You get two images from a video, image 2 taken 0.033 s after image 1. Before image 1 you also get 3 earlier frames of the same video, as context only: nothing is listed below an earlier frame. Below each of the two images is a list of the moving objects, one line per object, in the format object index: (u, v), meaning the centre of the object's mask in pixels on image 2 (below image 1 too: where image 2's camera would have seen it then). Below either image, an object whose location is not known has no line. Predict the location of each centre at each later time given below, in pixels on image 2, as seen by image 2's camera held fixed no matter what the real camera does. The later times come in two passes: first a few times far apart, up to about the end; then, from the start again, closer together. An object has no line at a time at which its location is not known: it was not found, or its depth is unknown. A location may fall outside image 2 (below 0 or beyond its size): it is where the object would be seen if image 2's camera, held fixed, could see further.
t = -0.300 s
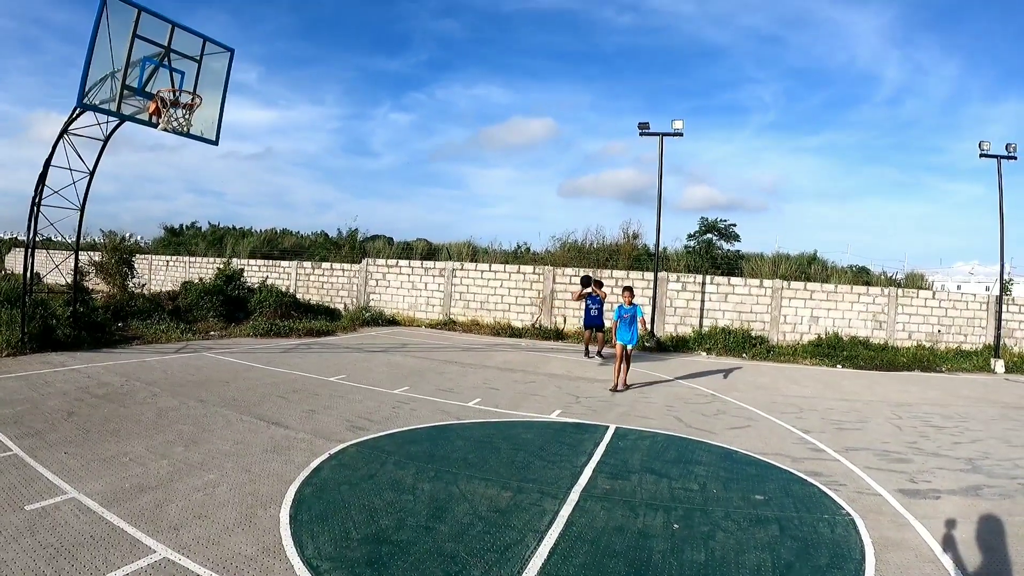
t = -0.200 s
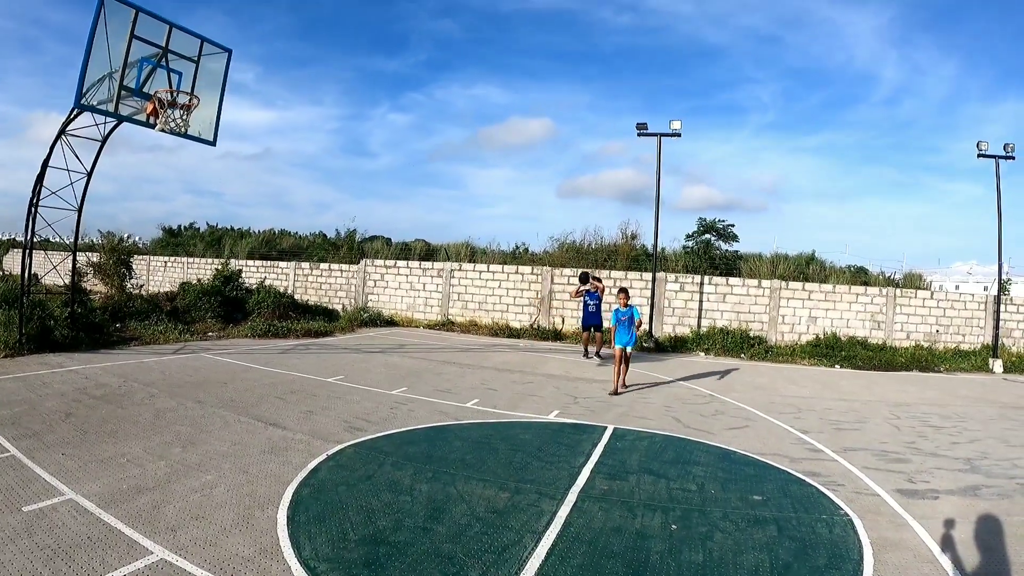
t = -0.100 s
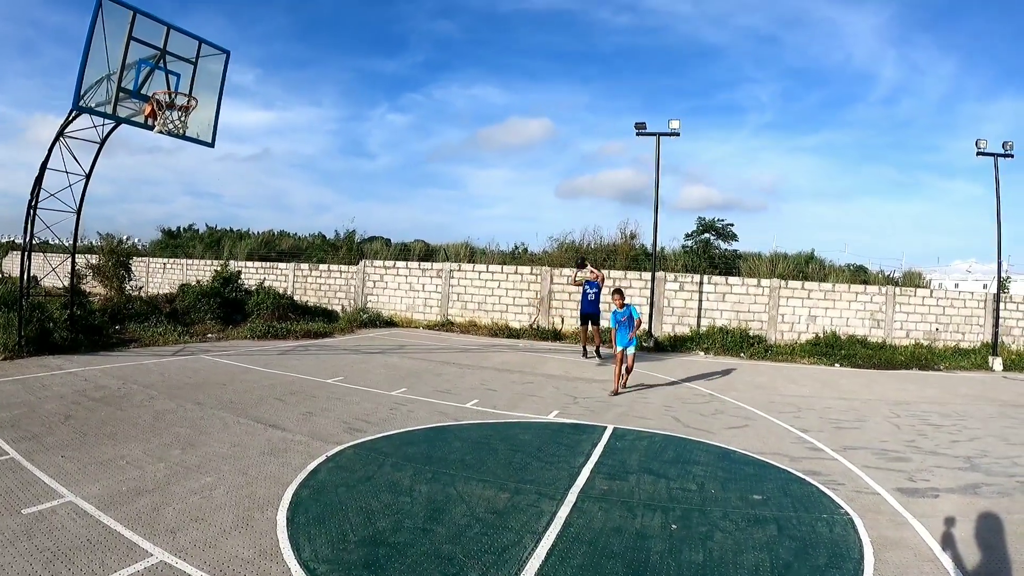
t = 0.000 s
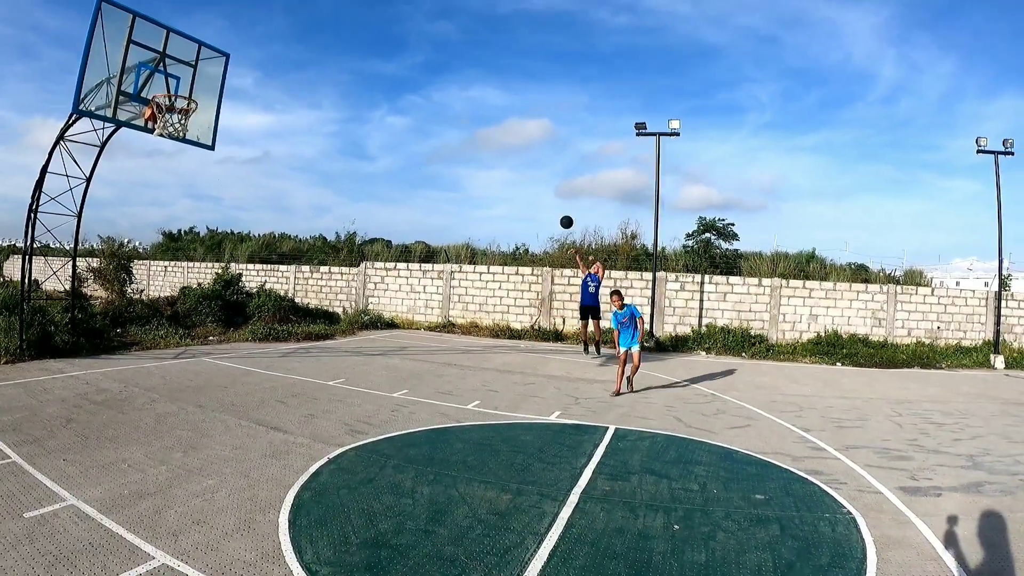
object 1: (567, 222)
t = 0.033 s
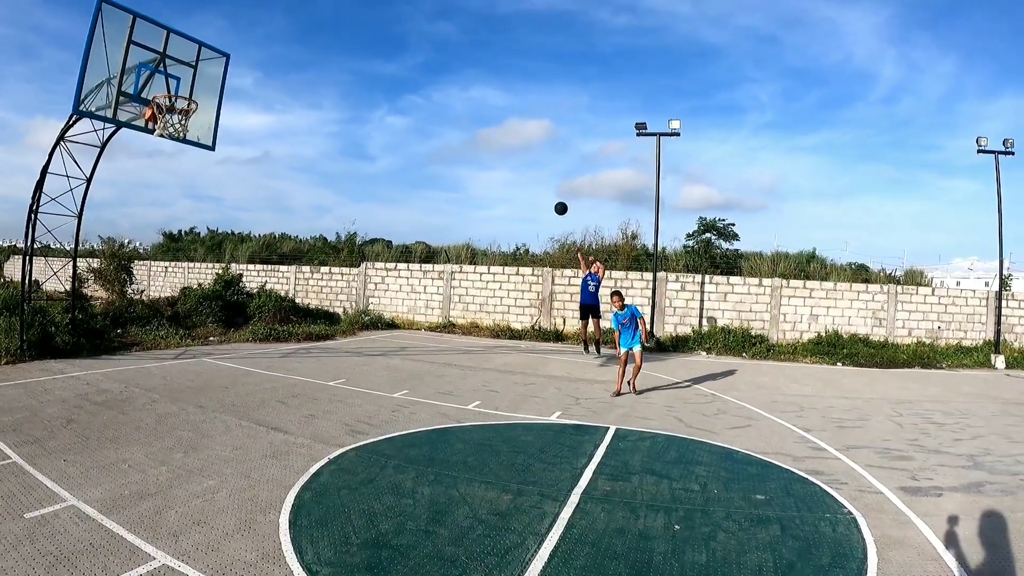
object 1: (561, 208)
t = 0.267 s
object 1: (515, 123)
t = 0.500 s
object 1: (463, 62)
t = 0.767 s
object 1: (394, 28)
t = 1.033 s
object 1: (311, 39)
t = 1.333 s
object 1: (197, 128)
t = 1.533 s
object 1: (165, 206)
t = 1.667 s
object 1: (147, 293)
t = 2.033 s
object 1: (144, 254)
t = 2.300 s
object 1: (171, 132)
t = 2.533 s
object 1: (201, 92)
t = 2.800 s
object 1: (230, 154)
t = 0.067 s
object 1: (555, 195)
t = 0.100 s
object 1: (549, 182)
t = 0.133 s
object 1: (542, 169)
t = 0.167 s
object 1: (536, 157)
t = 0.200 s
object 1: (529, 145)
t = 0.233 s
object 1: (522, 134)
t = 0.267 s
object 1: (515, 123)
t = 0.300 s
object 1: (508, 113)
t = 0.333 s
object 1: (501, 103)
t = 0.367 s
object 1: (494, 94)
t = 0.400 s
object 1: (486, 85)
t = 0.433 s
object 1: (479, 77)
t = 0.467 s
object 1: (471, 69)
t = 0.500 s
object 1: (463, 62)
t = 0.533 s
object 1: (455, 56)
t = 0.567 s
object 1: (447, 50)
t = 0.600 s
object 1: (438, 45)
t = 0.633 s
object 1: (430, 40)
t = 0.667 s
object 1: (421, 36)
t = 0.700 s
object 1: (412, 33)
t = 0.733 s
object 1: (403, 30)
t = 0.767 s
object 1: (394, 28)
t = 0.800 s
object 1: (385, 27)
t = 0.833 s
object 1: (375, 26)
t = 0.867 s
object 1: (365, 26)
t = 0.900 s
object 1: (355, 27)
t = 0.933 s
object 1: (344, 29)
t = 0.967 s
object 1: (333, 31)
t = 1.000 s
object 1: (322, 34)
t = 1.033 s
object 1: (311, 39)
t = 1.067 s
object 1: (299, 44)
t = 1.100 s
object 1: (287, 50)
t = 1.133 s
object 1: (274, 58)
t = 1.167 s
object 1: (261, 67)
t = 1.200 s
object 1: (248, 76)
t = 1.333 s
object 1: (197, 128)
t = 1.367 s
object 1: (193, 138)
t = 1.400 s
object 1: (186, 148)
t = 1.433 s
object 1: (181, 159)
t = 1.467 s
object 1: (176, 173)
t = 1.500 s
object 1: (171, 189)
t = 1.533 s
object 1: (165, 206)
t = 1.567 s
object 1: (160, 224)
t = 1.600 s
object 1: (155, 245)
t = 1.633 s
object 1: (152, 268)
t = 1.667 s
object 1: (147, 293)
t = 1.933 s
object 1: (134, 316)
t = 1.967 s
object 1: (137, 295)
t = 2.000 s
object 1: (139, 274)
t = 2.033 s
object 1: (144, 254)
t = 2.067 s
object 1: (144, 236)
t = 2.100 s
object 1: (147, 218)
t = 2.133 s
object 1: (151, 201)
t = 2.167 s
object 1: (154, 185)
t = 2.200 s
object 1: (158, 170)
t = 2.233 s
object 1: (162, 156)
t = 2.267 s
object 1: (166, 144)
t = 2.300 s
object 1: (171, 132)
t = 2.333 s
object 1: (175, 122)
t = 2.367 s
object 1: (179, 113)
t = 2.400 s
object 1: (184, 106)
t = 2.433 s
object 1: (189, 101)
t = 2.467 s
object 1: (193, 96)
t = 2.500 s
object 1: (197, 93)
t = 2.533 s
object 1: (201, 92)
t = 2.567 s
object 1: (205, 93)
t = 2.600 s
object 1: (209, 95)
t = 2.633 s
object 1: (212, 99)
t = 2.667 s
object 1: (216, 105)
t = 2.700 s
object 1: (220, 113)
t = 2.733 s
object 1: (224, 124)
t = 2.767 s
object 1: (226, 138)
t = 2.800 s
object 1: (230, 154)
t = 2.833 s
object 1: (235, 174)
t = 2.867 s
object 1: (238, 197)
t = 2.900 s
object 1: (234, 222)
